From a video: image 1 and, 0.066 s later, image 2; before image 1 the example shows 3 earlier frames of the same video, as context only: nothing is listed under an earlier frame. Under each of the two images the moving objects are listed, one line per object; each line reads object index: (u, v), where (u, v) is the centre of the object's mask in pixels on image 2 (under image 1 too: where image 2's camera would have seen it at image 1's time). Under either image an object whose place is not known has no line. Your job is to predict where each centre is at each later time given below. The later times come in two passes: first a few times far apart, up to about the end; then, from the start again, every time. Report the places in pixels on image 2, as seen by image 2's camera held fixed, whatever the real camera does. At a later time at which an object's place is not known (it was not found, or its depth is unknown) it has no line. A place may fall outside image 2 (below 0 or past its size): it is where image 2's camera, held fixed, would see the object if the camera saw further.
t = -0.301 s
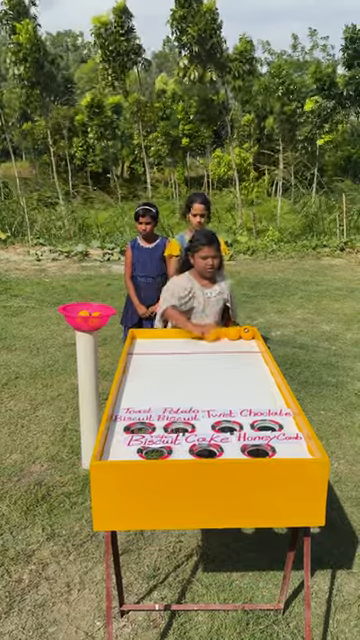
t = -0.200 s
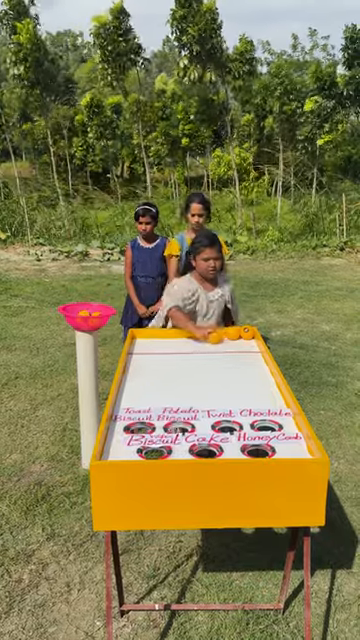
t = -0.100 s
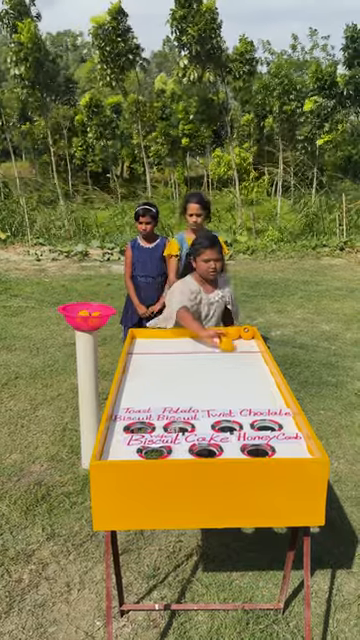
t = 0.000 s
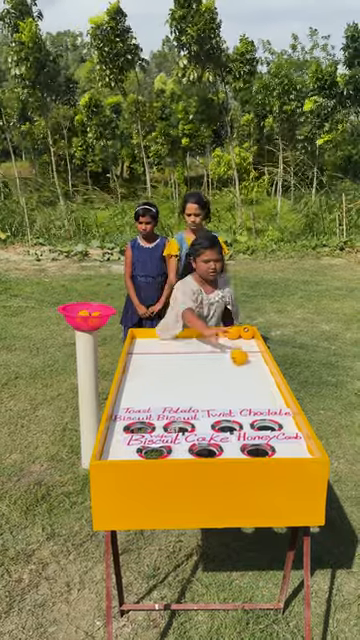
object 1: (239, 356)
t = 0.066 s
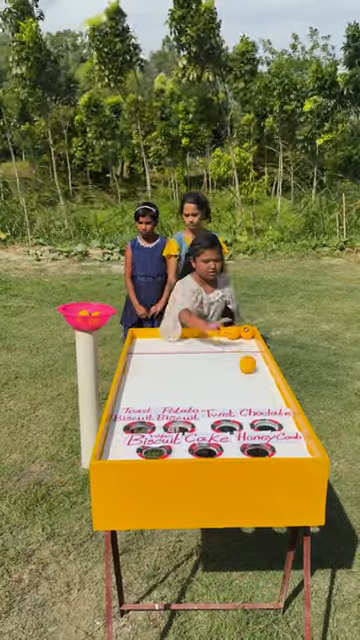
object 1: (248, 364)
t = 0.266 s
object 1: (272, 389)
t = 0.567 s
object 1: (291, 435)
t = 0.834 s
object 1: (284, 438)
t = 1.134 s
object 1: (265, 419)
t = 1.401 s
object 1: (282, 411)
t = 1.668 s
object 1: (276, 406)
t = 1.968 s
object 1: (267, 395)
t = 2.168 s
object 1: (262, 390)
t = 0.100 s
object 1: (251, 368)
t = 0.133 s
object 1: (255, 372)
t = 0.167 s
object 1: (259, 376)
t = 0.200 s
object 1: (263, 380)
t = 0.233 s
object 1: (268, 385)
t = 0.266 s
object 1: (272, 389)
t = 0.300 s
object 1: (276, 394)
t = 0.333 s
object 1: (277, 398)
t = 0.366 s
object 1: (279, 403)
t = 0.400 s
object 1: (281, 408)
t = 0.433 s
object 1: (283, 413)
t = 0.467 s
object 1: (285, 418)
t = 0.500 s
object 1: (286, 421)
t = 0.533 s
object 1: (289, 429)
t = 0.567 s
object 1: (291, 435)
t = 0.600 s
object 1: (292, 440)
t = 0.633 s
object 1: (293, 445)
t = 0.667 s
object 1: (295, 449)
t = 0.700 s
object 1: (295, 449)
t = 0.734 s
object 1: (293, 448)
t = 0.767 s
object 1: (289, 445)
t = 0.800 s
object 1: (286, 441)
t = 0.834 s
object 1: (284, 438)
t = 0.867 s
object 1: (281, 435)
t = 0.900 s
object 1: (279, 432)
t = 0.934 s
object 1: (276, 430)
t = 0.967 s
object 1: (274, 428)
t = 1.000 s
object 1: (271, 425)
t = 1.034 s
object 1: (268, 422)
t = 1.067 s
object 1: (266, 420)
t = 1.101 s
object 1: (265, 420)
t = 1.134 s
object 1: (265, 419)
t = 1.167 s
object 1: (269, 416)
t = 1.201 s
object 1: (272, 415)
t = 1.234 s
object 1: (276, 413)
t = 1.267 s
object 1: (279, 413)
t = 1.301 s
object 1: (281, 412)
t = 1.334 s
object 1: (283, 412)
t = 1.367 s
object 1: (283, 411)
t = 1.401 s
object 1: (282, 411)
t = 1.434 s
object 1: (282, 410)
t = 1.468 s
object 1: (281, 409)
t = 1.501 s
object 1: (280, 409)
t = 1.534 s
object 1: (279, 408)
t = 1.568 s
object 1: (278, 407)
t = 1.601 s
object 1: (277, 406)
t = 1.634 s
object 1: (277, 406)
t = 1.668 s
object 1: (276, 406)
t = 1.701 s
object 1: (276, 404)
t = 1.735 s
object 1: (276, 404)
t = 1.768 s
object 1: (275, 403)
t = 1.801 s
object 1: (274, 402)
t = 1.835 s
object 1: (273, 401)
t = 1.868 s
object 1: (271, 399)
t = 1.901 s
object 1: (270, 398)
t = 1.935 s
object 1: (269, 398)
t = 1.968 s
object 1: (267, 395)
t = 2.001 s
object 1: (266, 395)
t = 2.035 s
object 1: (265, 394)
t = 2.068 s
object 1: (264, 393)
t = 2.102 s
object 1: (263, 392)
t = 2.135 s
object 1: (263, 391)
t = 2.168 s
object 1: (262, 390)
